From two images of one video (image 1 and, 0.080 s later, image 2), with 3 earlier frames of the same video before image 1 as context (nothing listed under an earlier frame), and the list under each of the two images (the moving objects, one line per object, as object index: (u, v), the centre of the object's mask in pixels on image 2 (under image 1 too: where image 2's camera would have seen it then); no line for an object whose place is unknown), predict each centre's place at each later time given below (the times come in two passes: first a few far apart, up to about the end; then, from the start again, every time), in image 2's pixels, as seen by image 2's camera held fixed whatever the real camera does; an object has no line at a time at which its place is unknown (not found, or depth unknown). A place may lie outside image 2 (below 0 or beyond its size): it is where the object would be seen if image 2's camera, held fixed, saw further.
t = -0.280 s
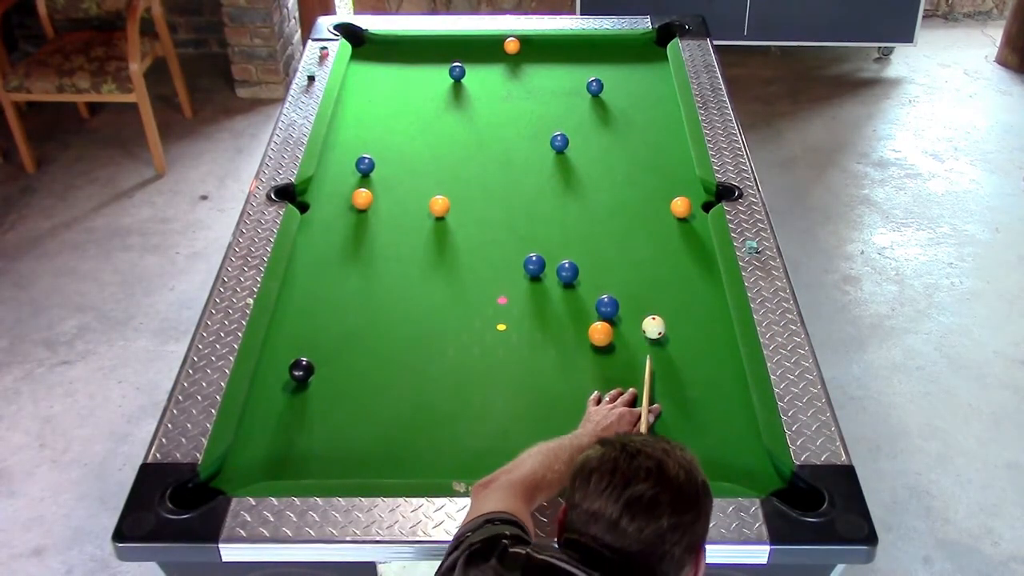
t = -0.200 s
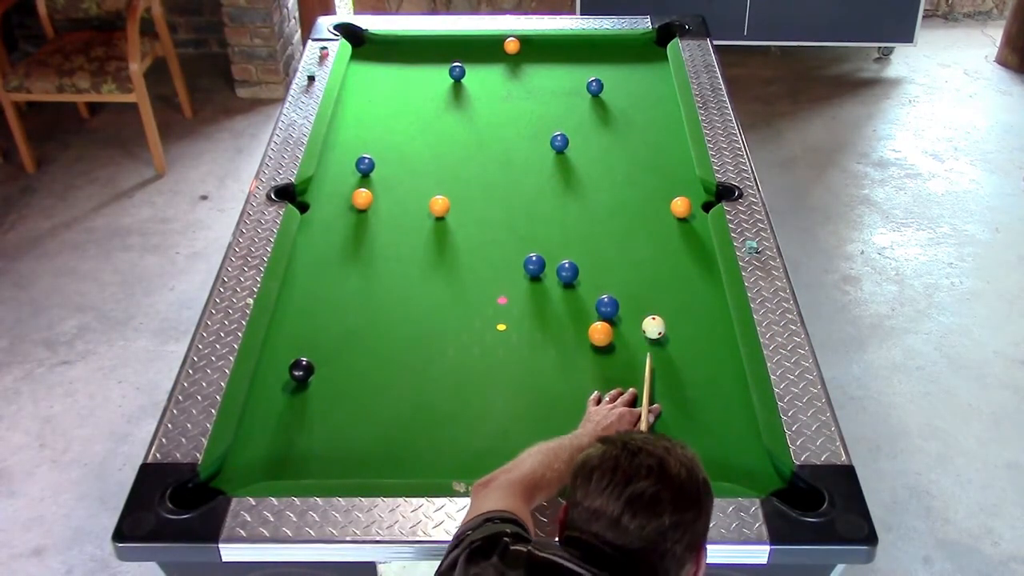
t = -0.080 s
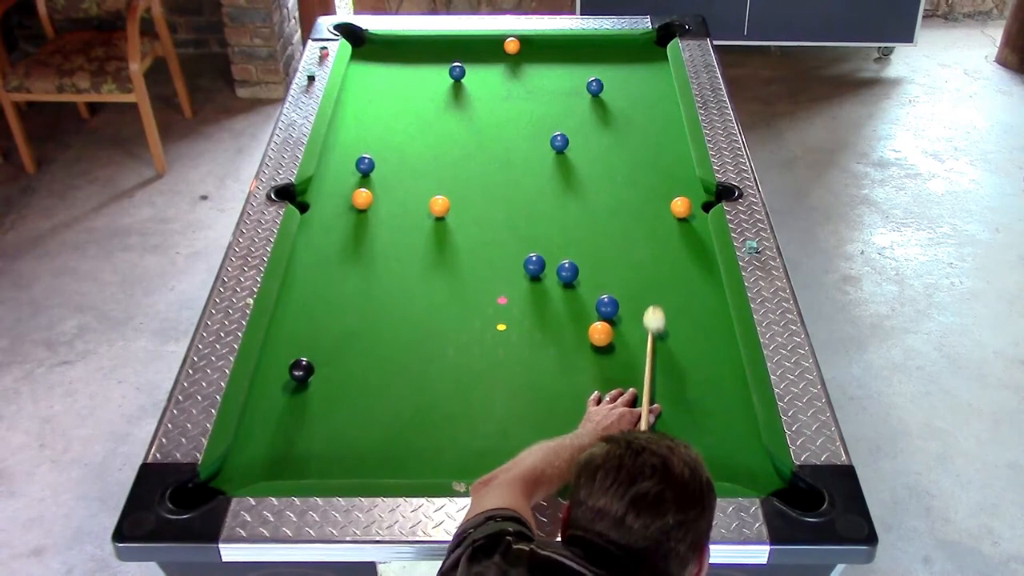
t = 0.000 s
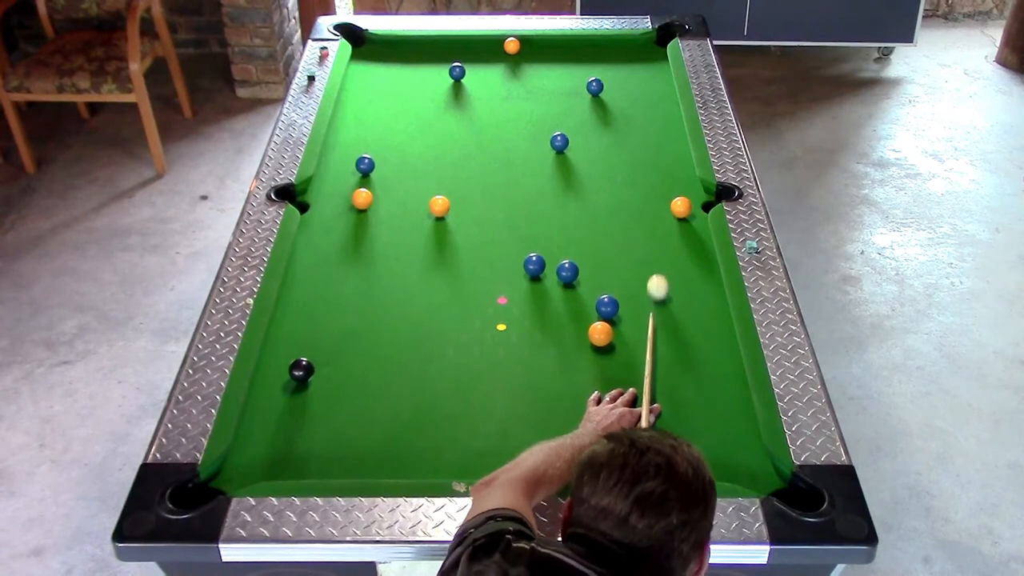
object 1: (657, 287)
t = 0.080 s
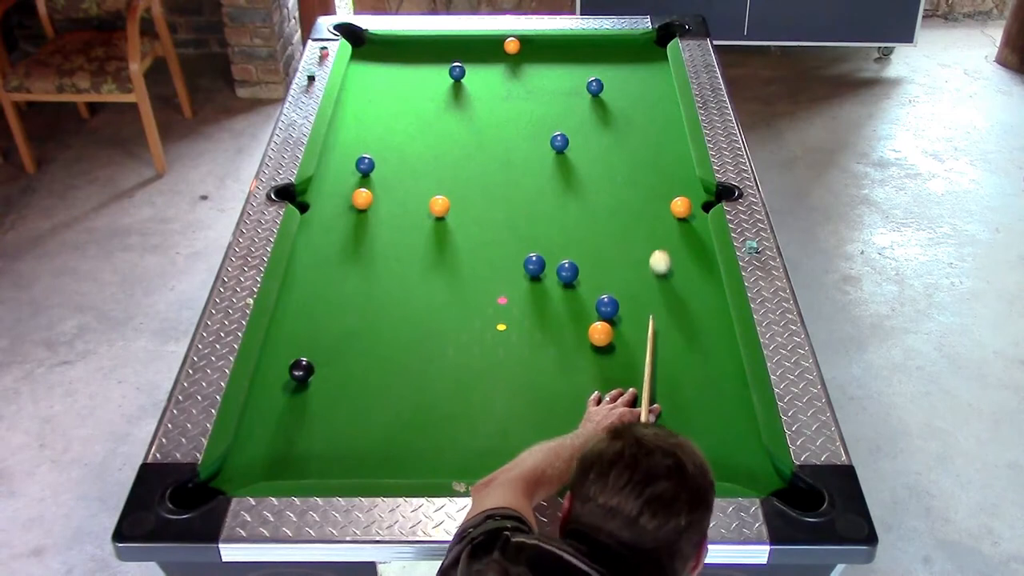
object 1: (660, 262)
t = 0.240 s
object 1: (664, 221)
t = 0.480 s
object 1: (632, 181)
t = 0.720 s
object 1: (600, 148)
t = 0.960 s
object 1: (573, 118)
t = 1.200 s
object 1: (550, 92)
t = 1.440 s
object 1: (529, 70)
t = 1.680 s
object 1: (512, 53)
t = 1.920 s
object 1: (499, 52)
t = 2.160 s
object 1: (487, 54)
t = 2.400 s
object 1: (477, 56)
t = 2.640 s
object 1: (468, 57)
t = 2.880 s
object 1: (462, 57)
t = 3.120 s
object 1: (458, 58)
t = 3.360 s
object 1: (455, 58)
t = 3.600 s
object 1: (455, 58)
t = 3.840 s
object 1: (455, 58)
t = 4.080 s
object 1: (454, 58)
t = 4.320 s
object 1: (455, 58)
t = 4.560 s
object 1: (455, 58)
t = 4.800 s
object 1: (455, 58)
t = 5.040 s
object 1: (455, 58)
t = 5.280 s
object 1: (455, 58)
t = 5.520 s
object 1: (455, 58)
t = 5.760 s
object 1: (455, 58)
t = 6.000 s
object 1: (455, 58)
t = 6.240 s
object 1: (455, 58)
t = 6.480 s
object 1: (455, 58)
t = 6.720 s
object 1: (455, 58)
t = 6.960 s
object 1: (455, 58)
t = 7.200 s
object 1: (455, 58)
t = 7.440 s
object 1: (455, 58)
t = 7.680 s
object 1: (455, 58)
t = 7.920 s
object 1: (455, 58)
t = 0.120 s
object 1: (661, 252)
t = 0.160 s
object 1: (662, 241)
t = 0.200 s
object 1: (662, 231)
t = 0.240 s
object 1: (664, 221)
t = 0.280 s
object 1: (662, 212)
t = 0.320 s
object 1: (655, 206)
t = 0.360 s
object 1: (649, 199)
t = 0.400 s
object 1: (643, 193)
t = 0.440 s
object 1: (637, 187)
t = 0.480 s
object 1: (632, 181)
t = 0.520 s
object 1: (626, 175)
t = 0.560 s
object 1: (620, 169)
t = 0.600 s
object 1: (615, 164)
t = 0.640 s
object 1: (610, 158)
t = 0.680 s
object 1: (605, 153)
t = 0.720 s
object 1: (600, 148)
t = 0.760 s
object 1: (596, 143)
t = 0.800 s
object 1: (591, 137)
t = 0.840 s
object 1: (586, 132)
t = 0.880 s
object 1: (582, 128)
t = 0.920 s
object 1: (577, 123)
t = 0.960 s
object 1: (573, 118)
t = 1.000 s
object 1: (569, 113)
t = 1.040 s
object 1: (565, 109)
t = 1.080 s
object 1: (561, 105)
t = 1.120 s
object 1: (557, 101)
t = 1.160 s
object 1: (554, 96)
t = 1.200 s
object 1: (550, 92)
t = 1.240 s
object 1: (546, 88)
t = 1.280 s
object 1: (542, 85)
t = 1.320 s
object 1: (539, 81)
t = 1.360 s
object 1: (535, 77)
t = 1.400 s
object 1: (532, 73)
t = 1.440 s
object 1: (529, 70)
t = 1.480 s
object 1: (525, 67)
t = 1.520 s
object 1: (522, 63)
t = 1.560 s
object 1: (519, 59)
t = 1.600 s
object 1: (517, 56)
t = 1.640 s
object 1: (514, 53)
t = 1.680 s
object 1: (512, 53)
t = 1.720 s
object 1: (510, 53)
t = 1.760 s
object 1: (507, 52)
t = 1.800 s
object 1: (505, 52)
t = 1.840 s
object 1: (503, 52)
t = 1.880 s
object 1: (501, 52)
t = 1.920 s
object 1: (499, 52)
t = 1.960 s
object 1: (497, 52)
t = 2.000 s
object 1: (495, 53)
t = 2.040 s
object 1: (493, 53)
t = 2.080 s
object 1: (491, 53)
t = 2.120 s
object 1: (489, 54)
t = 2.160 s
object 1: (487, 54)
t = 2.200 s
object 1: (485, 54)
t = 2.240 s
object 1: (483, 54)
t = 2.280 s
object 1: (482, 55)
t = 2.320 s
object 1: (480, 55)
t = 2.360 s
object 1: (478, 55)
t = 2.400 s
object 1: (477, 56)
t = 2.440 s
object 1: (475, 56)
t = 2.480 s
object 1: (473, 56)
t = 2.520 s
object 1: (472, 56)
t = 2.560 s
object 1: (471, 57)
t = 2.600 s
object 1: (469, 57)
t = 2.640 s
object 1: (468, 57)
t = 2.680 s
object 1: (467, 57)
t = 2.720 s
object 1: (466, 57)
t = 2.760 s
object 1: (465, 57)
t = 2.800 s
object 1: (464, 57)
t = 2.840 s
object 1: (463, 57)
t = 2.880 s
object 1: (462, 57)
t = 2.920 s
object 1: (461, 57)
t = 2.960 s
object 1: (460, 57)
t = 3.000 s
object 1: (460, 57)
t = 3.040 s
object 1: (459, 57)
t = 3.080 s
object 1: (458, 57)
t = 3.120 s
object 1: (458, 58)
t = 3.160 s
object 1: (457, 58)
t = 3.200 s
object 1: (456, 58)
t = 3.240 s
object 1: (456, 58)
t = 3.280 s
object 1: (456, 58)
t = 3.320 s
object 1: (455, 58)
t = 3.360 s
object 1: (455, 58)
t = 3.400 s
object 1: (455, 58)
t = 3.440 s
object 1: (455, 58)
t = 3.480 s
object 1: (455, 58)
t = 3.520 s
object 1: (455, 58)
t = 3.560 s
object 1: (455, 58)
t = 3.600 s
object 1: (455, 58)
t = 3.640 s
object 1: (455, 58)
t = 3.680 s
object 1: (455, 58)
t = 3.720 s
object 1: (455, 58)
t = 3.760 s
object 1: (454, 58)
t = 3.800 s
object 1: (454, 58)
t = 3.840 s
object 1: (455, 58)
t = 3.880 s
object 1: (455, 58)
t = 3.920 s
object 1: (454, 58)
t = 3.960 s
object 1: (455, 58)
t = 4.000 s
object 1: (455, 58)
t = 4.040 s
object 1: (454, 58)
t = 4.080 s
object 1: (454, 58)
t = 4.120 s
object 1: (455, 58)
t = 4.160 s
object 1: (455, 58)
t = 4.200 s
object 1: (455, 58)
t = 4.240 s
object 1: (455, 58)
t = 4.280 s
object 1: (455, 58)
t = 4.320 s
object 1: (455, 58)
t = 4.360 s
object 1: (455, 58)
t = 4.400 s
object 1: (455, 58)
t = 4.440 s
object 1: (455, 58)
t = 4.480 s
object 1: (455, 58)
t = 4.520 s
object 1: (455, 58)
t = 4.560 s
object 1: (455, 58)
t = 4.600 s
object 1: (455, 58)
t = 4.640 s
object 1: (455, 58)
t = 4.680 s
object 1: (455, 58)
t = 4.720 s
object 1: (455, 58)
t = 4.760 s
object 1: (455, 58)
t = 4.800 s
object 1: (455, 58)
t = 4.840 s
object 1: (455, 58)
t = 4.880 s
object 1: (455, 58)
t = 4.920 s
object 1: (455, 58)
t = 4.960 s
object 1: (455, 58)
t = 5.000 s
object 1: (455, 58)
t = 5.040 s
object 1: (455, 58)
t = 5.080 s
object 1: (455, 58)
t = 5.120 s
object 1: (455, 58)
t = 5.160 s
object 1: (455, 58)
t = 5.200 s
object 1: (455, 58)
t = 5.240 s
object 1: (455, 58)
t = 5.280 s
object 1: (455, 58)
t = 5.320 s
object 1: (455, 58)
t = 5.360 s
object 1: (455, 58)
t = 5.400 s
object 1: (455, 58)
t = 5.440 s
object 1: (455, 58)
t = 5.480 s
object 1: (455, 58)
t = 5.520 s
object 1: (455, 58)
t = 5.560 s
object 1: (455, 58)
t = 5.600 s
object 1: (455, 58)
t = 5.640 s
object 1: (455, 58)
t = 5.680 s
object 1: (455, 58)
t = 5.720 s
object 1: (455, 58)
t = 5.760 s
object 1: (455, 58)
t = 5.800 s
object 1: (455, 58)
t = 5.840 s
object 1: (455, 58)
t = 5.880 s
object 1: (455, 58)
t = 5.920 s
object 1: (455, 58)
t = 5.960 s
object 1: (455, 58)
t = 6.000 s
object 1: (455, 58)
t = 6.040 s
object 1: (455, 58)
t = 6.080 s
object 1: (455, 58)
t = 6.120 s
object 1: (455, 58)
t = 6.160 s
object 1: (455, 58)
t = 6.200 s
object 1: (455, 58)
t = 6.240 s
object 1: (455, 58)
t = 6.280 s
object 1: (455, 58)
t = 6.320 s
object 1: (455, 58)
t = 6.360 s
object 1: (455, 58)
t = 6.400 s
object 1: (455, 58)
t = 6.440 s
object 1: (455, 58)
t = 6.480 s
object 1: (455, 58)
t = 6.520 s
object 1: (455, 58)
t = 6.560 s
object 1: (455, 58)
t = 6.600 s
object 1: (455, 58)
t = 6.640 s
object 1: (455, 58)
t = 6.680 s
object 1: (455, 58)
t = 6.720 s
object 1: (455, 58)
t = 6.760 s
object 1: (455, 58)
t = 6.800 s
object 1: (455, 58)
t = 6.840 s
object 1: (455, 58)
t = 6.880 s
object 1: (455, 58)
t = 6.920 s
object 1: (455, 58)
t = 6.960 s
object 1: (455, 58)
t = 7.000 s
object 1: (455, 58)
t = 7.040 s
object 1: (455, 58)
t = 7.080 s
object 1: (455, 58)
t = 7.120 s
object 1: (455, 58)
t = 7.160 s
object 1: (455, 58)
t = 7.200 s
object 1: (455, 58)
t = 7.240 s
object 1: (455, 58)
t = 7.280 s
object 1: (455, 58)
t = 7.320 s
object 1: (455, 58)
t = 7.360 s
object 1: (455, 58)
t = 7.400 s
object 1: (455, 58)
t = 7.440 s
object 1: (455, 58)
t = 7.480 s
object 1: (455, 58)
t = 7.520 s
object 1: (455, 58)
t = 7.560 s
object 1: (455, 58)
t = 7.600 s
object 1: (455, 58)
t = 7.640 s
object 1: (455, 58)
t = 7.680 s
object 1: (455, 58)
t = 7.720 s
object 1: (455, 58)
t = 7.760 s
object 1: (455, 58)
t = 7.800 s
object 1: (455, 58)
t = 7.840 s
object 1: (455, 58)
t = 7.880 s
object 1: (455, 58)
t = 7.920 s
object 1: (455, 58)
